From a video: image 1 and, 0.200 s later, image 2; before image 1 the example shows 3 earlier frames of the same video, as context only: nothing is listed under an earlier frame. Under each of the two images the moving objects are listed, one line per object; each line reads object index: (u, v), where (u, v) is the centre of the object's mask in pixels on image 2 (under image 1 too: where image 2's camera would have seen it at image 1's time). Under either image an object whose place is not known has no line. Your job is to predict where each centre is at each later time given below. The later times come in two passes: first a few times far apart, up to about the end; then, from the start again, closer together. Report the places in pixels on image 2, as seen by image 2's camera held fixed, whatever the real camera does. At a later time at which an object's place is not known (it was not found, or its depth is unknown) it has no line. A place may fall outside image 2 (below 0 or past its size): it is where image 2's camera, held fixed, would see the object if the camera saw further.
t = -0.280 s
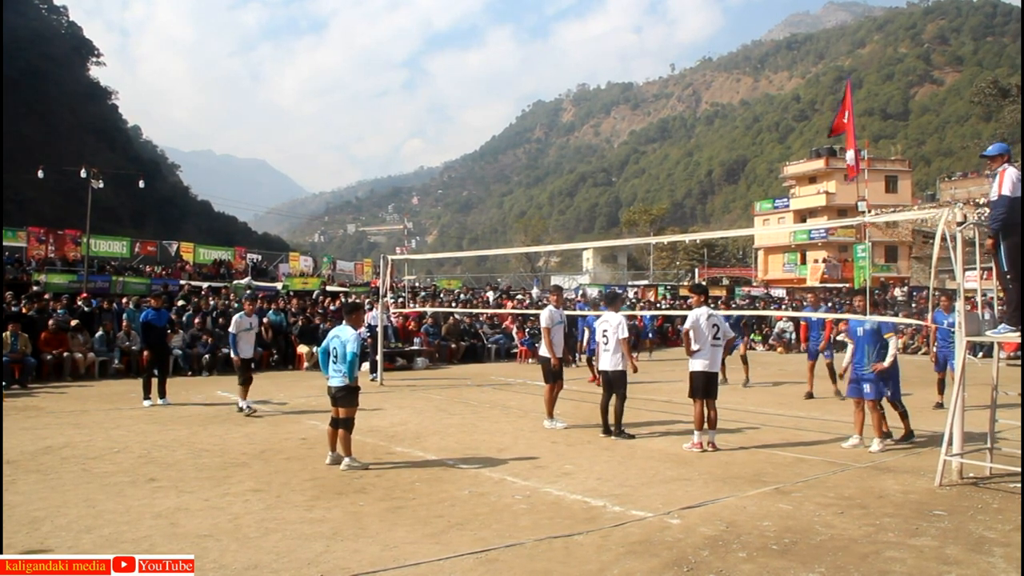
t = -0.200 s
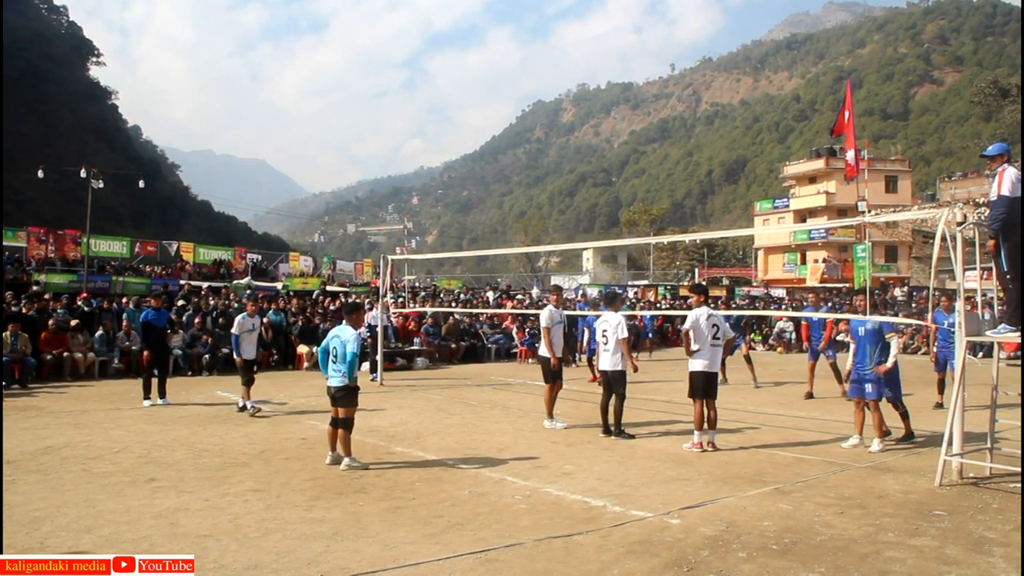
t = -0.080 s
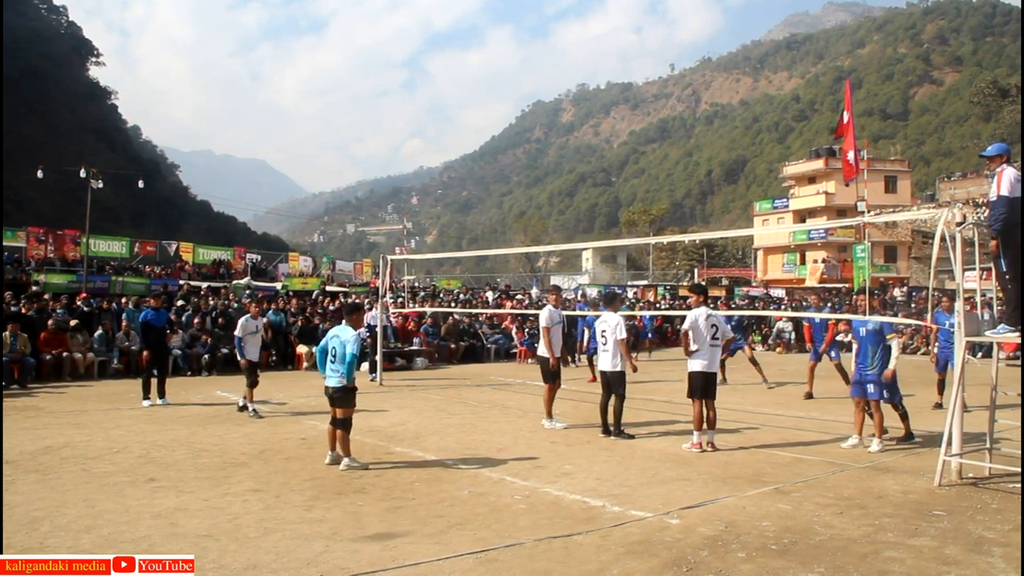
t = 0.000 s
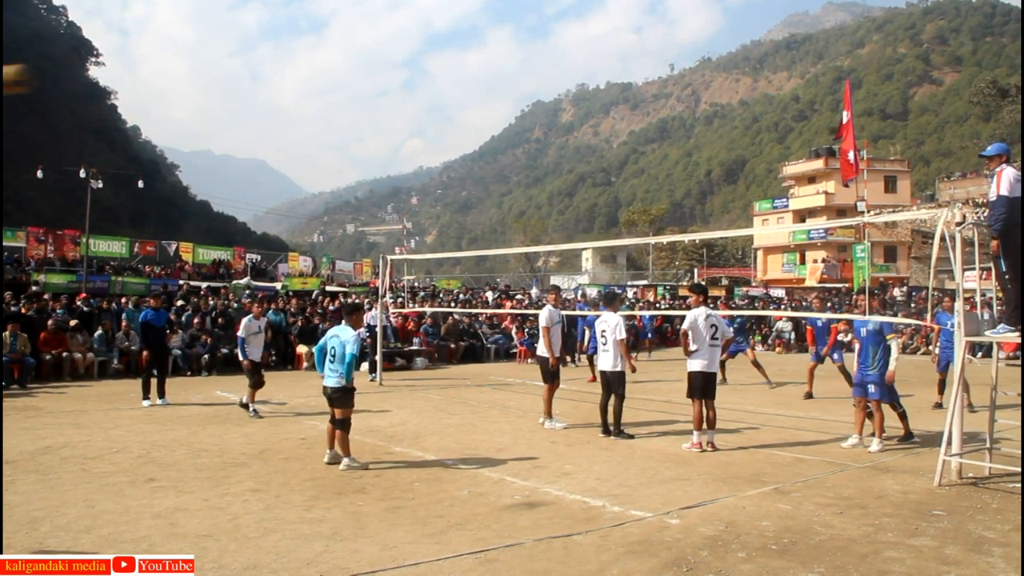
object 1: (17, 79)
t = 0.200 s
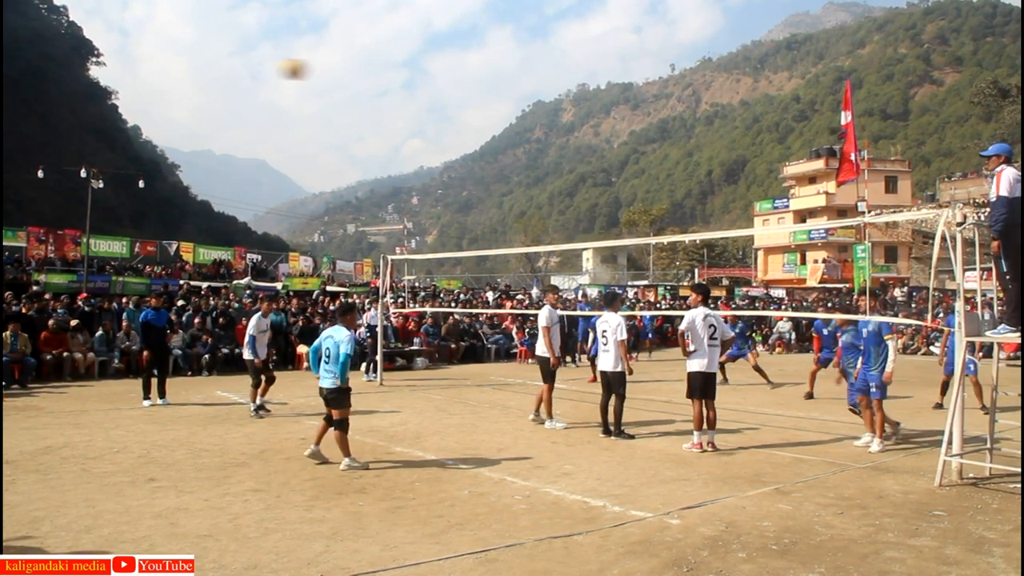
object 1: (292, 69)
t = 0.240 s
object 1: (334, 73)
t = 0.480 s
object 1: (518, 115)
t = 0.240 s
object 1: (334, 73)
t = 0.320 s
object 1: (406, 84)
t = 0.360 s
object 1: (437, 91)
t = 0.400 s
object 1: (466, 98)
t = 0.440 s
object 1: (493, 106)
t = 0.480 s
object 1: (518, 115)
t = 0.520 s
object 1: (539, 123)
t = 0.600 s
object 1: (579, 142)
